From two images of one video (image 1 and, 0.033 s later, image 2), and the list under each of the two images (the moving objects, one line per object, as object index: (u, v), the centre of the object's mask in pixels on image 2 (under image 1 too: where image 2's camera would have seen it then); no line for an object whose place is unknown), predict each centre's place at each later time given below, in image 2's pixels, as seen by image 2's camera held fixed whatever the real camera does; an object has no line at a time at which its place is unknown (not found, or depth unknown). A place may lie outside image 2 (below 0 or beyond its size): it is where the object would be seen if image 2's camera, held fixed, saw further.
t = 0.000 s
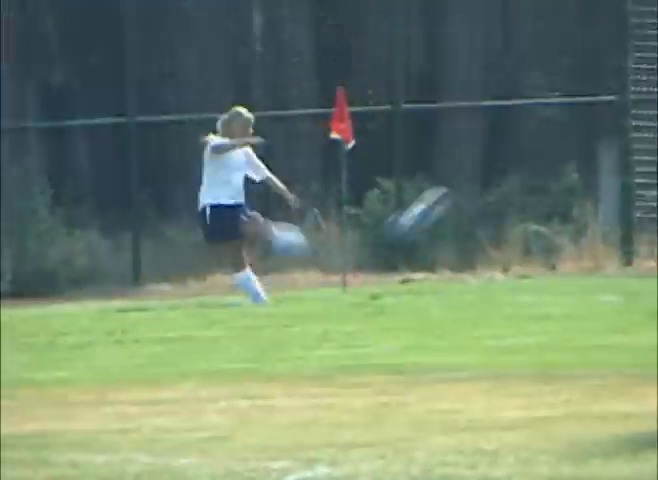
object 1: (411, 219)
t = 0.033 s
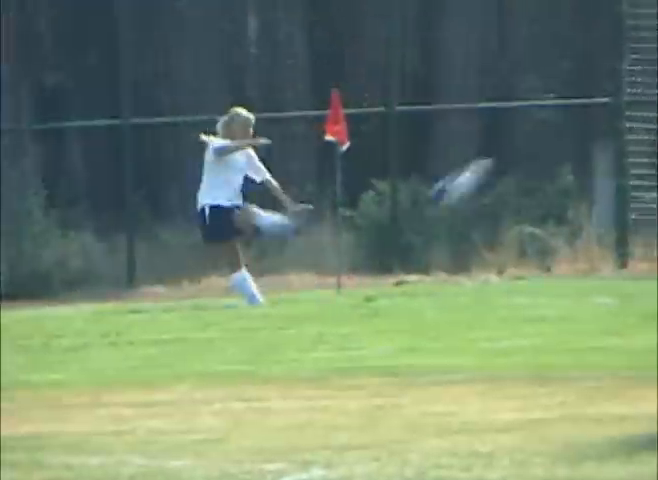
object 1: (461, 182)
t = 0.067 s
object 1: (512, 149)
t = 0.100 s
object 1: (558, 119)
